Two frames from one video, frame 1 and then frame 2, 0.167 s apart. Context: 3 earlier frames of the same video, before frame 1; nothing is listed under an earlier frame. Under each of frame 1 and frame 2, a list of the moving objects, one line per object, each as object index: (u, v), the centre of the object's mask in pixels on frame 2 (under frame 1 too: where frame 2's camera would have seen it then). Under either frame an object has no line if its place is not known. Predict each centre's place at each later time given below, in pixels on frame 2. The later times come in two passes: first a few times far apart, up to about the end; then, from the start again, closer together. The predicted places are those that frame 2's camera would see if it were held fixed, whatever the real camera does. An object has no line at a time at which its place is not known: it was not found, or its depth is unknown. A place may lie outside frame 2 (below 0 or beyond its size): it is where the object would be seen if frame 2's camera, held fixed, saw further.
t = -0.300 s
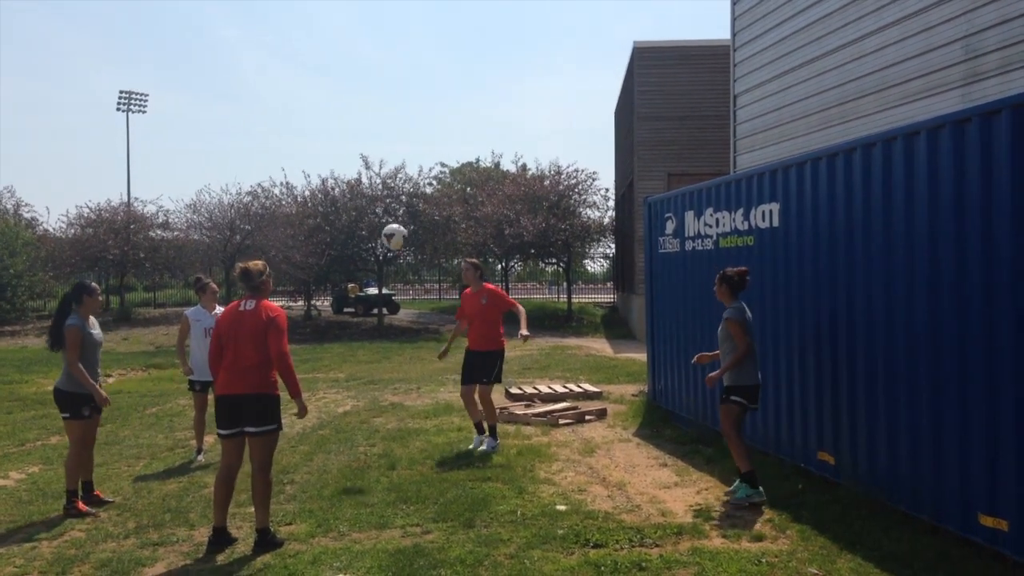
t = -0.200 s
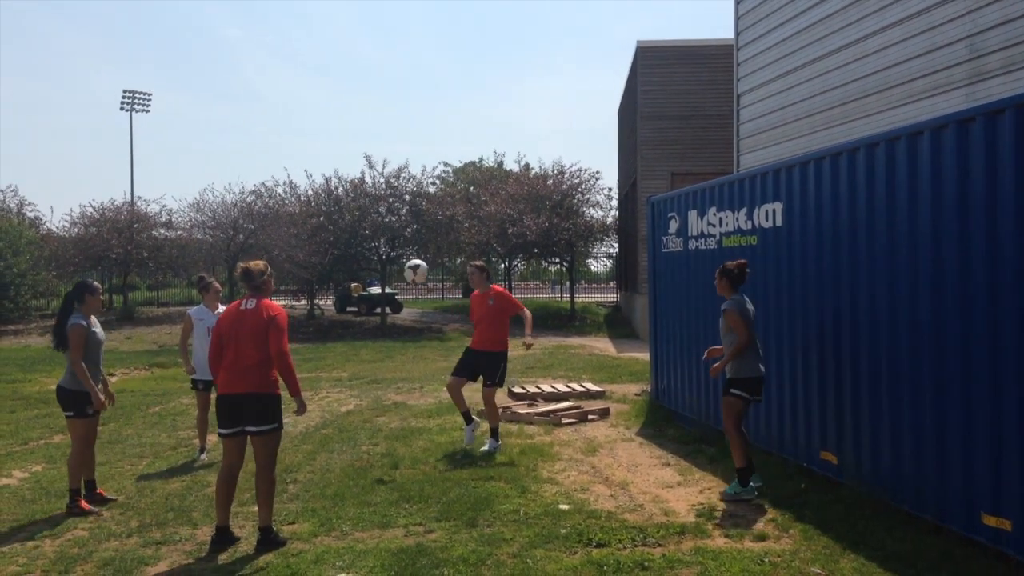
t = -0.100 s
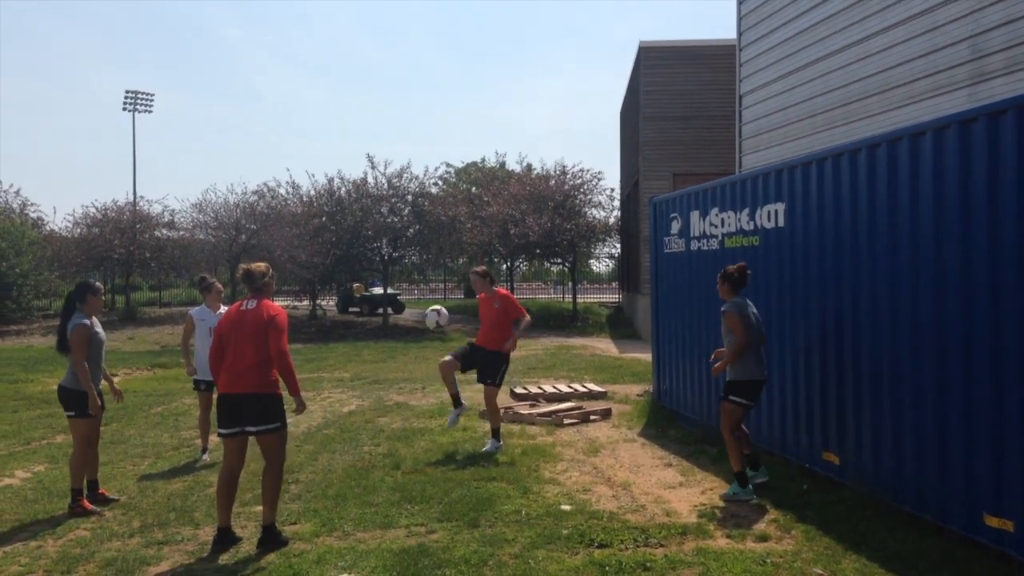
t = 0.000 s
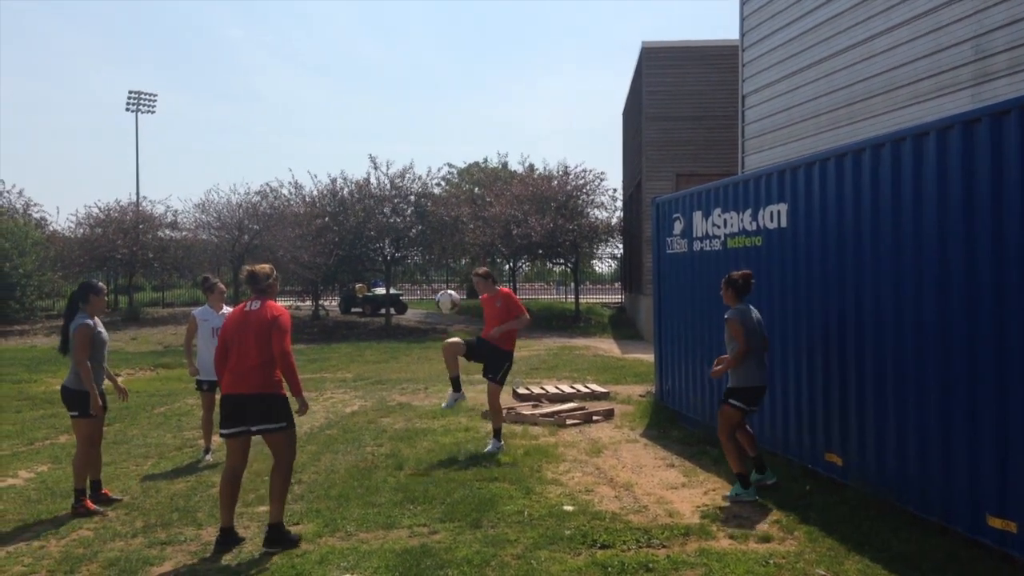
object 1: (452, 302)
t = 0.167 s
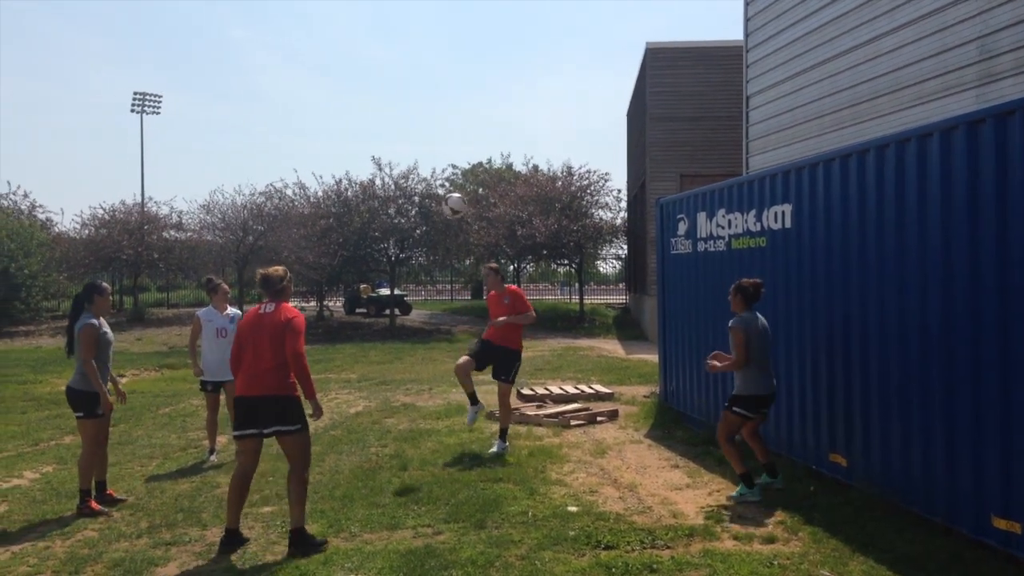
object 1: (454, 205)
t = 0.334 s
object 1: (458, 134)
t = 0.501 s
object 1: (461, 90)
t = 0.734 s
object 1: (467, 79)
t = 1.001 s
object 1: (475, 146)
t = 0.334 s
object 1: (458, 134)
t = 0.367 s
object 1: (459, 123)
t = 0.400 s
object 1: (459, 113)
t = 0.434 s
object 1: (460, 104)
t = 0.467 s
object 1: (461, 96)
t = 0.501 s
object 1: (461, 90)
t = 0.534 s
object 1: (462, 85)
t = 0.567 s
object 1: (463, 81)
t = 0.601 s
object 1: (464, 78)
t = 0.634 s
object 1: (465, 76)
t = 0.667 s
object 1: (466, 76)
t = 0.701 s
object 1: (466, 77)
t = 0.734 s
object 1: (467, 79)
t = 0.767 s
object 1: (468, 83)
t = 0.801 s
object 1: (469, 88)
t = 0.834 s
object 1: (470, 94)
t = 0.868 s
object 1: (471, 102)
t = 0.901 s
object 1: (472, 110)
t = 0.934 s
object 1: (472, 121)
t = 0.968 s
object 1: (474, 132)
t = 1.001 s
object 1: (475, 146)
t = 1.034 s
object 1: (476, 159)
